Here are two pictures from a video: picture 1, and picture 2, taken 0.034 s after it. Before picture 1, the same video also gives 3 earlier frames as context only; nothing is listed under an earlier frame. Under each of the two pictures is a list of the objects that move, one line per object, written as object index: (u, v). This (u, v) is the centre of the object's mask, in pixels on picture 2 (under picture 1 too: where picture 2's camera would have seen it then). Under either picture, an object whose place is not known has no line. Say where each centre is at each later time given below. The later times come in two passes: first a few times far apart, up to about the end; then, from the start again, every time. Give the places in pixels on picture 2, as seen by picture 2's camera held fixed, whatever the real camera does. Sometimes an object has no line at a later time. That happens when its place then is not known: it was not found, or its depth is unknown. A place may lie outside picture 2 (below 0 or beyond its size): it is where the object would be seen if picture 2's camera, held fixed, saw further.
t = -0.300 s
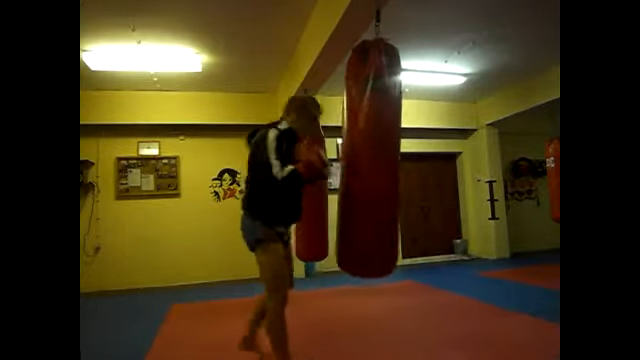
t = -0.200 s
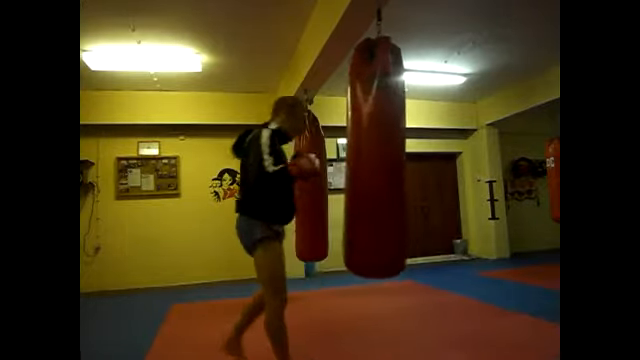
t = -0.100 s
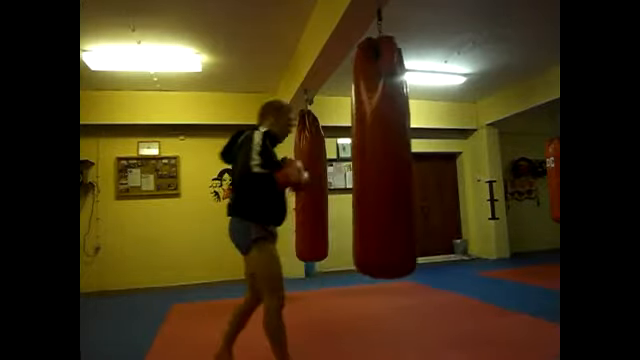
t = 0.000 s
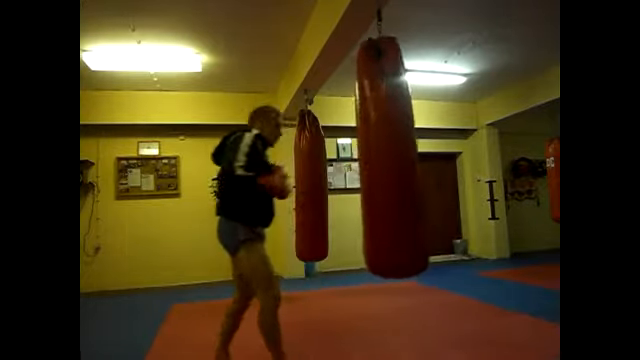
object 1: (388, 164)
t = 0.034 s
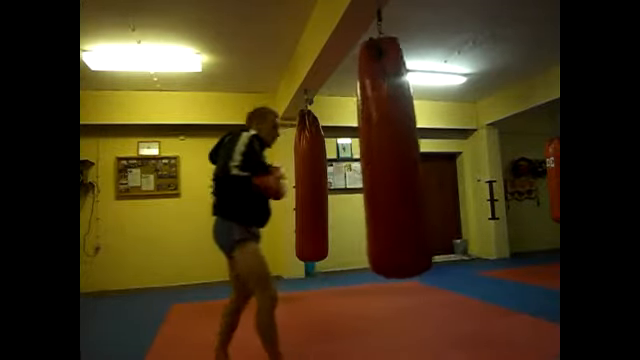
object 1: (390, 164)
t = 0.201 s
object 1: (403, 162)
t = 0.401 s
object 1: (411, 158)
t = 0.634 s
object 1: (415, 157)
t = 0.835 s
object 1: (410, 158)
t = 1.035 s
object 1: (400, 159)
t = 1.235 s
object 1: (388, 161)
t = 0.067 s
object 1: (393, 162)
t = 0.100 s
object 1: (395, 162)
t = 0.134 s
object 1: (398, 162)
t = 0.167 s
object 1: (401, 163)
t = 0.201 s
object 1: (403, 162)
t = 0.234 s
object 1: (404, 161)
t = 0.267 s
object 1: (406, 160)
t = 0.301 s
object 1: (408, 160)
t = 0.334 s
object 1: (409, 159)
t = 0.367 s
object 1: (410, 159)
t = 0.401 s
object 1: (411, 158)
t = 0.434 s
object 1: (412, 158)
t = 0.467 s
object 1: (413, 158)
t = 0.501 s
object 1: (415, 158)
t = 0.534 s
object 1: (415, 158)
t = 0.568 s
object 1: (415, 157)
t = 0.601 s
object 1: (415, 157)
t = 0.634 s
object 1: (415, 157)
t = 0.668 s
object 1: (414, 158)
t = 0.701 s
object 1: (413, 157)
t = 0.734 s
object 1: (413, 158)
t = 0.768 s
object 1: (413, 158)
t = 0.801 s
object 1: (412, 158)
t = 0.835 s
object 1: (410, 158)
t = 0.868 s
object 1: (409, 158)
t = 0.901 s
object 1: (407, 157)
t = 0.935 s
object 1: (406, 158)
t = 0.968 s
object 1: (404, 158)
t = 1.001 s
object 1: (402, 159)
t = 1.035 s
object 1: (400, 159)
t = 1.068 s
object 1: (398, 159)
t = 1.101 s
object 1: (396, 160)
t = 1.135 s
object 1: (394, 161)
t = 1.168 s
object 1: (392, 161)
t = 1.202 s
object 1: (390, 161)
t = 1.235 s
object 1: (388, 161)
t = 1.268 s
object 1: (386, 161)
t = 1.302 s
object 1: (384, 161)
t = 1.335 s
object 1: (382, 162)
